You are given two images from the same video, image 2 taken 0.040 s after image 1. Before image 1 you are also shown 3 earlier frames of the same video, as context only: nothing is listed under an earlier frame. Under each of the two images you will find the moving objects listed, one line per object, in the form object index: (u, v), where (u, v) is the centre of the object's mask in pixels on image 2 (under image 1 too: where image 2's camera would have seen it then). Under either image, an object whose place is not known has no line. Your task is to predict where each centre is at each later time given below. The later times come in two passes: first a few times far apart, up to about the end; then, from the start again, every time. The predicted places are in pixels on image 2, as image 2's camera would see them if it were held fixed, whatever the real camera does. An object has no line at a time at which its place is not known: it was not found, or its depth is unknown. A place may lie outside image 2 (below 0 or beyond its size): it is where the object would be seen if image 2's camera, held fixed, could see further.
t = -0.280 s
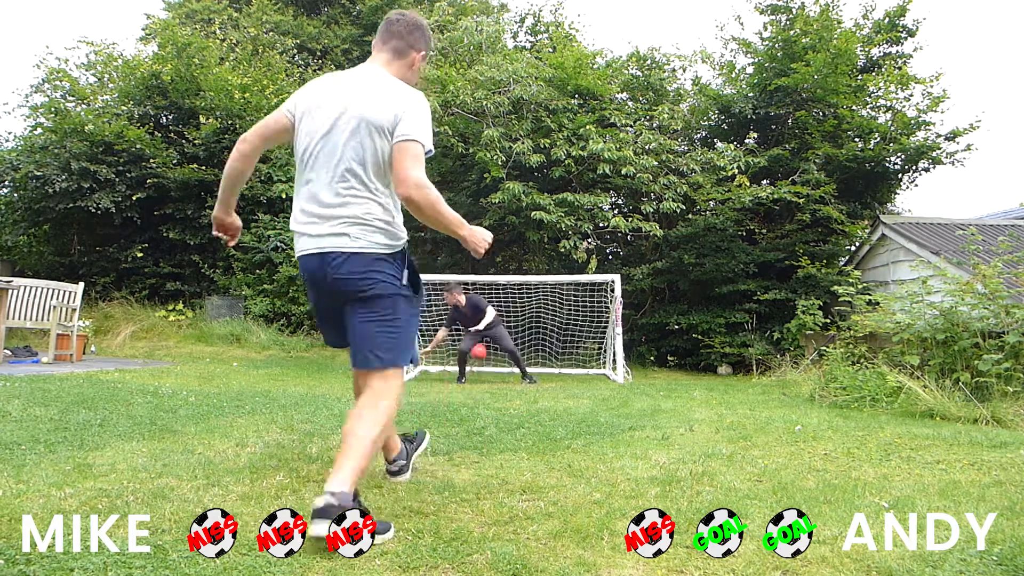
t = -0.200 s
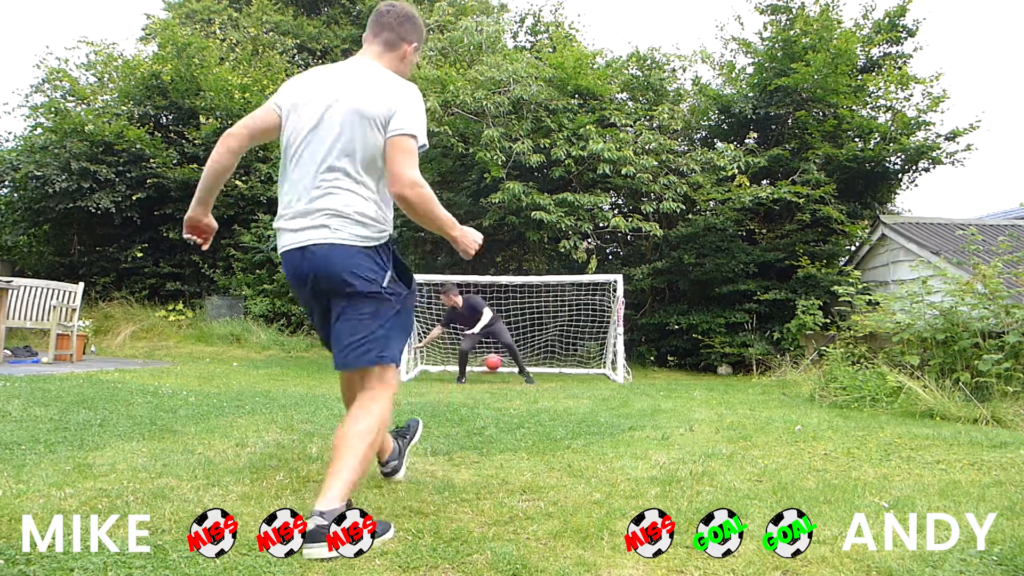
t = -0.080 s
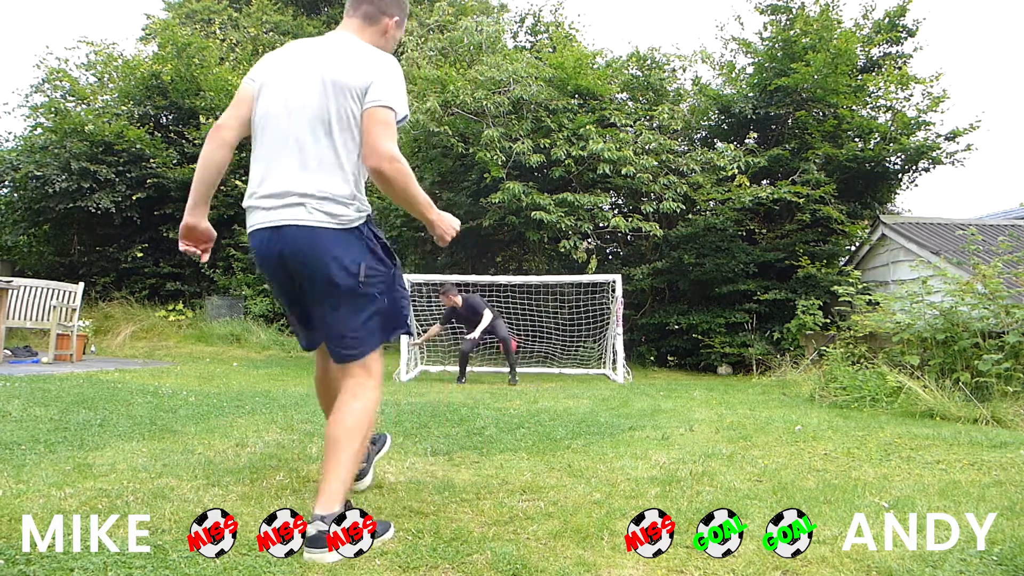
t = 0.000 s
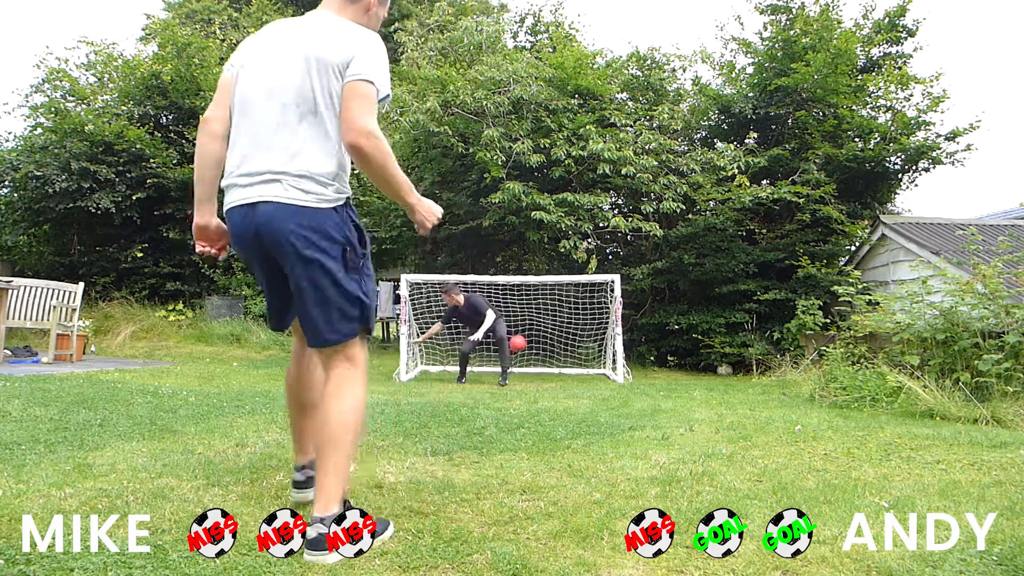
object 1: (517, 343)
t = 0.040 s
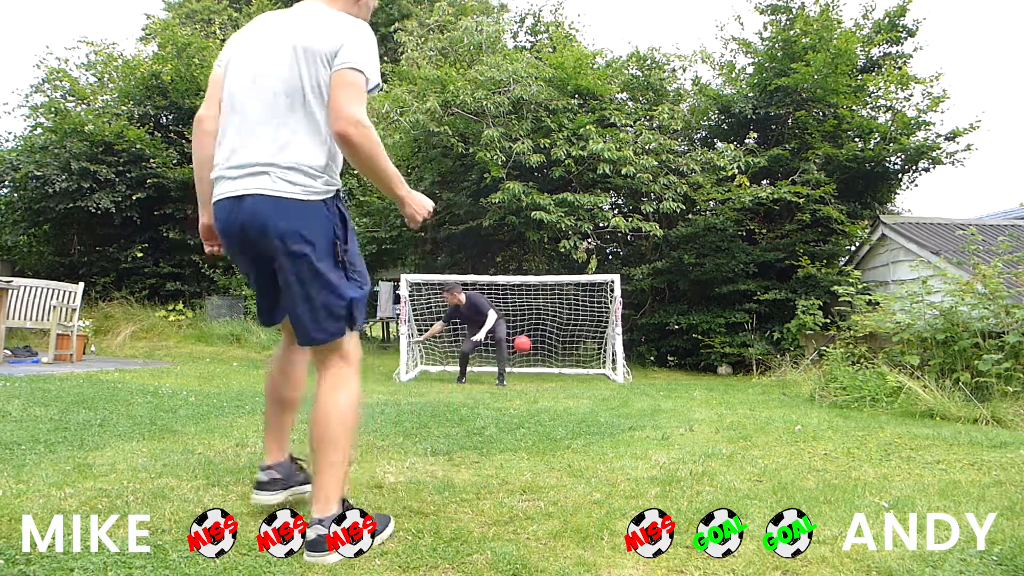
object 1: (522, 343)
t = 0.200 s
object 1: (542, 358)
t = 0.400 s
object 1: (565, 362)
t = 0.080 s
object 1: (527, 345)
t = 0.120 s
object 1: (532, 349)
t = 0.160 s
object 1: (537, 353)
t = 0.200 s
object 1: (542, 358)
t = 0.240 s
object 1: (546, 365)
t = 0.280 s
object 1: (552, 372)
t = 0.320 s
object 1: (556, 369)
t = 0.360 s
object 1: (561, 365)
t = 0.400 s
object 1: (565, 362)
